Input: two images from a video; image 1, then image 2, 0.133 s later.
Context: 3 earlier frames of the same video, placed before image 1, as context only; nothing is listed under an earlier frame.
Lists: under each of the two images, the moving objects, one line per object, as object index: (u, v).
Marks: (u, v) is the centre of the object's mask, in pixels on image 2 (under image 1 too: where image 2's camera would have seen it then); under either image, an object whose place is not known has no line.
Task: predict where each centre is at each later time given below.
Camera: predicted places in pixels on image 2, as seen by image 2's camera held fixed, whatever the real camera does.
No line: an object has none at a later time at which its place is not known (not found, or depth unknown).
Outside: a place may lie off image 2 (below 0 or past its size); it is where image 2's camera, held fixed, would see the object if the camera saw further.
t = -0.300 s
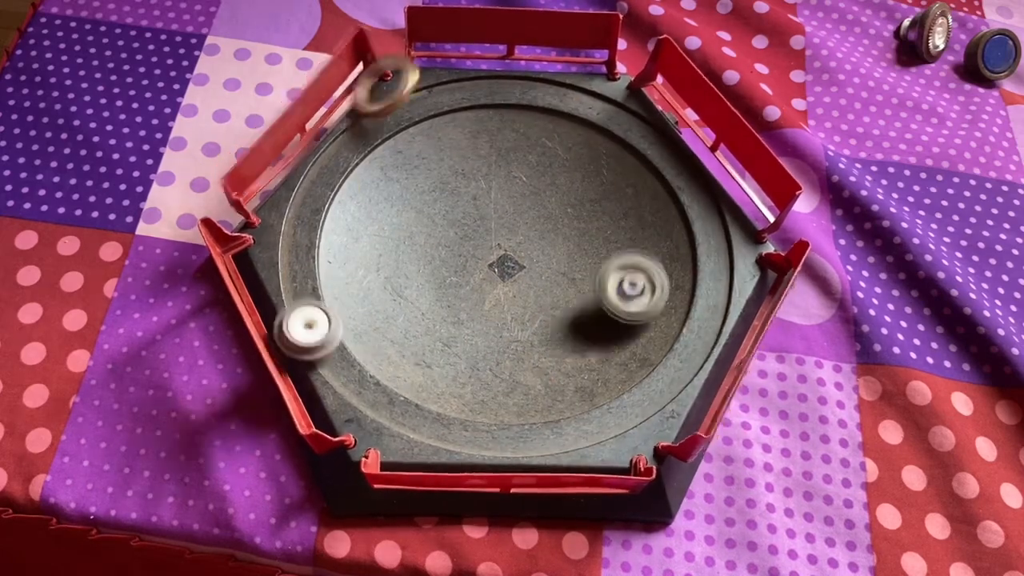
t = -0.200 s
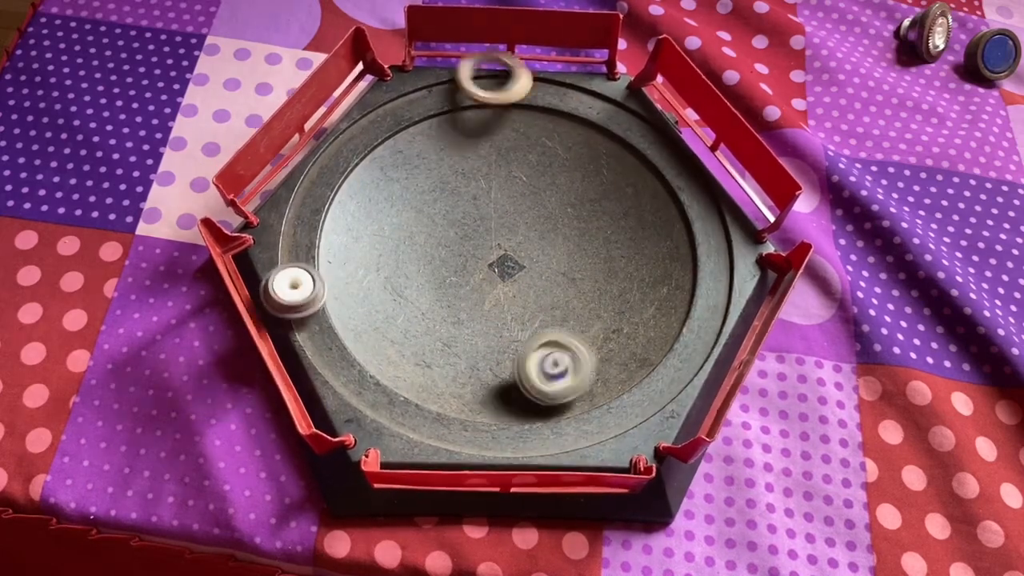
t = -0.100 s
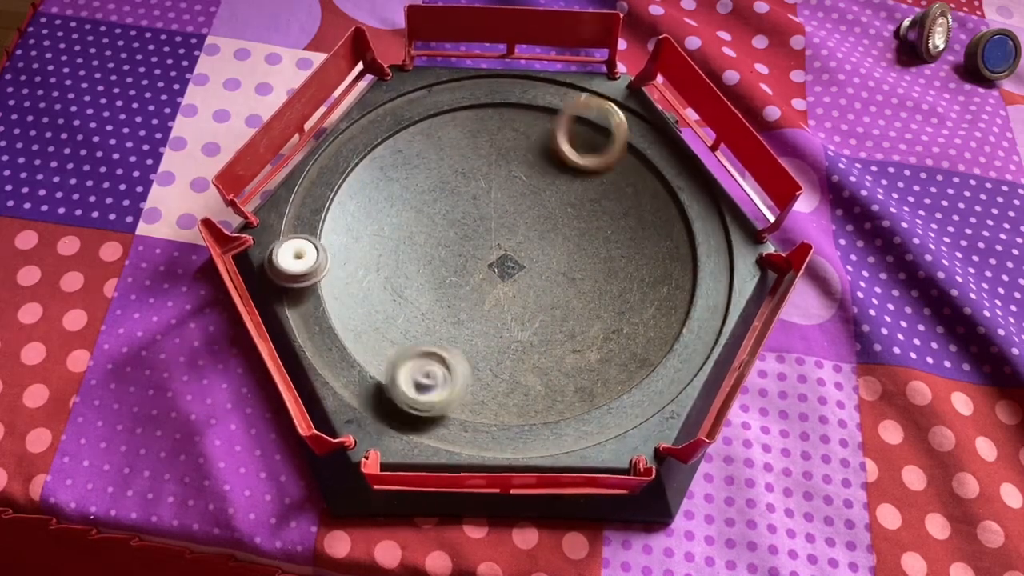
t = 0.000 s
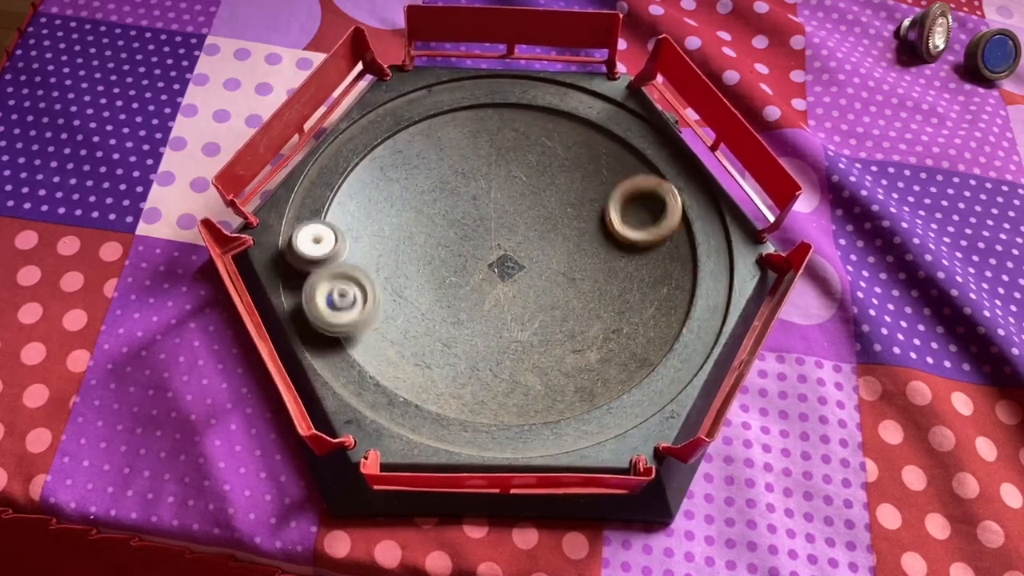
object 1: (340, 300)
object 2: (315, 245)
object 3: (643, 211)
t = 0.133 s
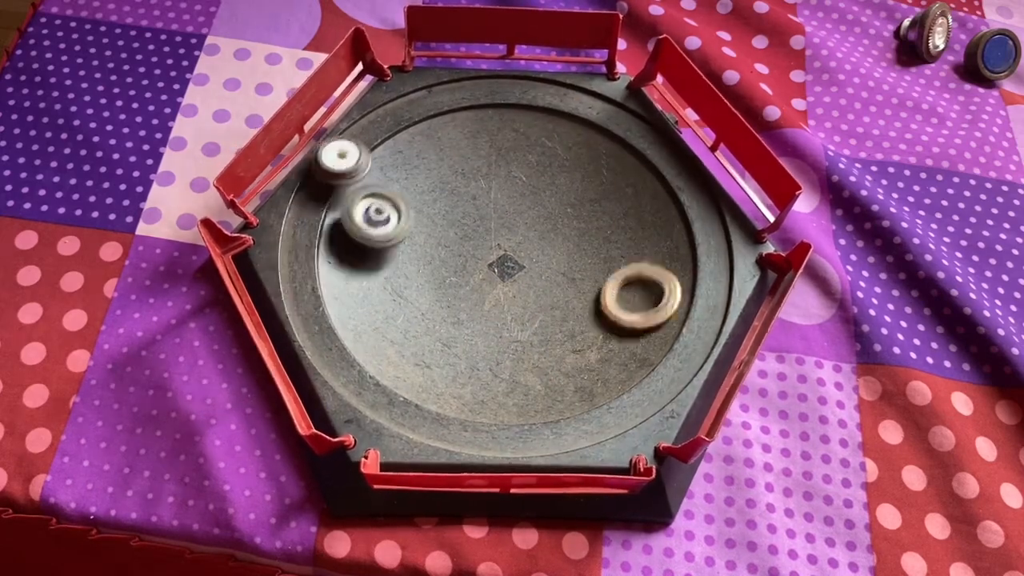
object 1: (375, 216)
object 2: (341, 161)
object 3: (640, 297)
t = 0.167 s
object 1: (388, 198)
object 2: (353, 147)
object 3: (630, 309)
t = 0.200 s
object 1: (411, 186)
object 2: (363, 131)
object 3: (618, 318)
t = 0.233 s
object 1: (436, 179)
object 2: (377, 117)
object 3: (605, 322)
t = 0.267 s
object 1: (463, 179)
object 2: (392, 104)
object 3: (593, 325)
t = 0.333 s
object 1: (516, 192)
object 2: (430, 88)
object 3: (574, 323)
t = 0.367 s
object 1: (539, 205)
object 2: (449, 83)
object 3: (567, 321)
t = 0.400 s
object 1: (558, 221)
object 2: (470, 81)
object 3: (562, 319)
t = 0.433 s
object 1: (573, 241)
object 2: (490, 81)
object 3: (561, 319)
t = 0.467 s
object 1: (585, 263)
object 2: (509, 82)
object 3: (560, 320)
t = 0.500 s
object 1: (595, 281)
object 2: (530, 85)
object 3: (554, 327)
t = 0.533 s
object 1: (602, 299)
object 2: (548, 89)
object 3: (547, 331)
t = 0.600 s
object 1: (602, 332)
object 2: (584, 105)
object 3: (526, 341)
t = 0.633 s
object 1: (593, 349)
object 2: (602, 120)
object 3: (531, 317)
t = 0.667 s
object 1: (577, 365)
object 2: (617, 142)
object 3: (536, 315)
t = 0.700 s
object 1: (555, 378)
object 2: (635, 166)
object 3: (542, 314)
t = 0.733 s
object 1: (530, 389)
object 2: (649, 192)
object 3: (545, 328)
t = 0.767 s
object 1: (501, 395)
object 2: (659, 221)
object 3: (544, 330)
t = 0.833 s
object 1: (434, 387)
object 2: (658, 280)
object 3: (544, 330)
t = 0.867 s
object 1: (405, 368)
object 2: (647, 309)
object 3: (543, 330)
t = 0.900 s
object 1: (377, 341)
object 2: (631, 333)
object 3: (543, 330)
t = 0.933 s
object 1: (357, 312)
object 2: (607, 356)
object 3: (543, 330)
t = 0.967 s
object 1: (346, 283)
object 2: (578, 373)
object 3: (542, 328)
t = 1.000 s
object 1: (346, 253)
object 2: (545, 385)
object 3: (544, 328)
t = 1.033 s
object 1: (355, 227)
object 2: (511, 388)
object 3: (543, 330)
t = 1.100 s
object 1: (401, 187)
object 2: (443, 378)
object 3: (543, 330)
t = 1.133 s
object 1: (433, 174)
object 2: (414, 363)
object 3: (543, 330)
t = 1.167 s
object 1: (465, 168)
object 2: (390, 344)
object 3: (543, 330)
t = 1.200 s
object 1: (498, 167)
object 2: (372, 320)
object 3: (543, 330)
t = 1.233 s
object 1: (531, 171)
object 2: (361, 293)
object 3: (543, 330)
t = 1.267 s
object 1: (565, 182)
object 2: (356, 266)
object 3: (543, 330)
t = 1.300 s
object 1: (597, 197)
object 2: (361, 240)
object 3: (543, 330)
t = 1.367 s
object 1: (647, 238)
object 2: (390, 193)
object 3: (543, 329)
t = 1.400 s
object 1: (664, 263)
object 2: (414, 176)
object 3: (543, 329)
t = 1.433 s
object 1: (672, 291)
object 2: (441, 163)
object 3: (543, 329)
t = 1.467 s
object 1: (673, 321)
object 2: (470, 154)
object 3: (543, 329)
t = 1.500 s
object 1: (647, 343)
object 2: (500, 152)
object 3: (543, 329)
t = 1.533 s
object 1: (612, 368)
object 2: (531, 155)
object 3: (542, 329)
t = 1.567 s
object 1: (575, 386)
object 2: (560, 162)
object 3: (542, 328)
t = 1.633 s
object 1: (498, 403)
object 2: (609, 190)
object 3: (542, 328)
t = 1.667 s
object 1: (460, 395)
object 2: (628, 209)
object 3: (542, 328)
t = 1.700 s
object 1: (426, 377)
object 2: (641, 232)
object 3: (542, 328)
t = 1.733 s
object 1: (400, 354)
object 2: (648, 256)
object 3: (542, 328)
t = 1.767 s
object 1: (384, 325)
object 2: (650, 281)
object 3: (542, 328)
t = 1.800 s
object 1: (380, 295)
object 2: (644, 306)
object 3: (542, 328)
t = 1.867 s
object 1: (398, 238)
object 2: (612, 350)
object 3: (542, 328)
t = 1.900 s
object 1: (418, 215)
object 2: (587, 367)
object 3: (542, 327)
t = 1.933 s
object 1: (444, 193)
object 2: (558, 376)
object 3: (542, 325)
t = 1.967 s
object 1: (476, 175)
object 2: (527, 380)
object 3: (543, 326)
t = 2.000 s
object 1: (511, 162)
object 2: (495, 375)
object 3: (542, 327)
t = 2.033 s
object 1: (547, 154)
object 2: (467, 364)
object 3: (542, 327)
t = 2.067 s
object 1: (584, 152)
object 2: (441, 348)
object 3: (542, 327)
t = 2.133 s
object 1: (650, 166)
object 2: (409, 303)
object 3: (542, 327)
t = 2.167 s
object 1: (678, 182)
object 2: (403, 277)
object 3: (542, 327)
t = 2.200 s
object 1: (681, 212)
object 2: (404, 251)
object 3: (542, 327)
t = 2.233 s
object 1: (677, 251)
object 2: (412, 228)
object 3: (542, 327)
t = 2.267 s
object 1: (672, 285)
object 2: (425, 206)
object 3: (542, 327)
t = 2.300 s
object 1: (663, 317)
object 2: (444, 187)
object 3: (542, 327)
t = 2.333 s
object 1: (650, 345)
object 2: (466, 171)
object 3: (542, 327)
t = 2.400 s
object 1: (590, 384)
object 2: (518, 155)
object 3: (542, 326)
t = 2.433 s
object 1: (552, 390)
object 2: (546, 154)
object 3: (542, 325)
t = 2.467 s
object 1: (513, 386)
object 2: (572, 159)
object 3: (543, 325)
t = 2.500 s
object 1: (478, 374)
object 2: (598, 168)
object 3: (542, 326)
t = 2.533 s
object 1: (449, 354)
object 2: (619, 183)
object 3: (542, 326)
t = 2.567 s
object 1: (429, 326)
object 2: (636, 201)
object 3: (542, 326)
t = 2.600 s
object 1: (418, 299)
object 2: (647, 223)
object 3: (542, 326)
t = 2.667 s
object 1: (421, 242)
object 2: (651, 271)
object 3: (542, 326)
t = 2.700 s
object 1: (433, 216)
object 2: (642, 295)
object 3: (542, 326)
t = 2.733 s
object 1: (452, 190)
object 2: (626, 316)
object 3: (542, 326)
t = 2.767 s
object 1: (477, 166)
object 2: (605, 333)
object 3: (541, 325)
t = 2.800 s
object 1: (505, 144)
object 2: (578, 346)
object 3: (530, 310)
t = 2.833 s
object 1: (536, 130)
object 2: (557, 357)
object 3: (529, 302)
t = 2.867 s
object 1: (569, 122)
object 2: (535, 361)
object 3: (529, 298)
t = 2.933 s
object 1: (630, 137)
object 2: (480, 353)
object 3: (528, 311)
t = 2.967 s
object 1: (651, 162)
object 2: (453, 341)
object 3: (527, 312)
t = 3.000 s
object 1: (671, 187)
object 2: (433, 321)
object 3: (527, 312)
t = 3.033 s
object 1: (686, 213)
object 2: (416, 299)
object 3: (527, 311)
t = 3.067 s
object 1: (685, 246)
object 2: (407, 277)
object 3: (527, 311)
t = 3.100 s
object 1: (678, 278)
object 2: (402, 251)
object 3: (527, 311)
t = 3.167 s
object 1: (639, 333)
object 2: (414, 206)
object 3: (527, 311)
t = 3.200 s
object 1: (608, 350)
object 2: (428, 187)
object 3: (527, 311)
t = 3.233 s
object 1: (574, 360)
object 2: (448, 170)
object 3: (526, 311)
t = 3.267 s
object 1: (536, 363)
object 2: (469, 159)
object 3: (529, 294)
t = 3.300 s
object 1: (499, 354)
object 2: (494, 152)
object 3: (534, 295)
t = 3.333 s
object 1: (468, 339)
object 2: (520, 149)
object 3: (530, 310)
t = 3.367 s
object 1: (444, 316)
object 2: (545, 152)
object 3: (527, 311)
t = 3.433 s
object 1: (411, 260)
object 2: (591, 172)
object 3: (527, 311)
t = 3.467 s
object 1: (405, 227)
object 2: (609, 189)
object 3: (527, 311)
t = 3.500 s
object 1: (405, 196)
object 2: (623, 209)
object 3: (527, 311)
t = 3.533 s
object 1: (416, 168)
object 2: (630, 231)
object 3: (527, 311)
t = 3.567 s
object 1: (431, 141)
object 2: (632, 255)
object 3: (527, 311)
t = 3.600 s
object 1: (454, 119)
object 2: (627, 278)
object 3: (527, 311)
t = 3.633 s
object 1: (481, 103)
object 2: (616, 299)
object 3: (527, 311)
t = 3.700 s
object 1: (545, 101)
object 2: (574, 333)
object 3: (518, 295)
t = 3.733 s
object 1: (576, 115)
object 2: (548, 343)
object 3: (520, 294)
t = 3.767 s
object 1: (608, 129)
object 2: (520, 346)
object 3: (530, 293)
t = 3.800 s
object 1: (634, 145)
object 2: (492, 345)
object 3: (534, 294)
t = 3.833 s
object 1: (654, 167)
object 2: (466, 338)
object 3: (528, 310)
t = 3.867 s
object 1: (666, 193)
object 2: (442, 324)
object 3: (527, 311)
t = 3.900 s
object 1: (670, 223)
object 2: (423, 307)
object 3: (527, 311)
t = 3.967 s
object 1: (650, 279)
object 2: (400, 265)
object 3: (527, 310)
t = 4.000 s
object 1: (627, 304)
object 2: (398, 243)
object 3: (527, 310)
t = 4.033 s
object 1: (599, 322)
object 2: (403, 220)
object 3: (526, 310)
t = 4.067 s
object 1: (565, 334)
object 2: (415, 201)
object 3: (512, 297)
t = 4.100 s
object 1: (531, 338)
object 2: (432, 184)
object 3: (527, 292)
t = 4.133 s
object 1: (496, 336)
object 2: (453, 170)
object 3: (540, 296)
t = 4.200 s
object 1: (433, 310)
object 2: (500, 160)
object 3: (527, 310)
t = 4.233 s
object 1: (406, 288)
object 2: (525, 162)
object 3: (527, 310)
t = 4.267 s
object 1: (382, 262)
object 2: (549, 169)
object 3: (527, 310)
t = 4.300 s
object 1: (368, 231)
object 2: (570, 180)
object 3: (527, 310)
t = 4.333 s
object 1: (361, 200)
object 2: (589, 196)
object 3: (527, 310)
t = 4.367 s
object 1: (364, 169)
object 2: (603, 214)
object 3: (527, 310)
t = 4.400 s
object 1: (377, 141)
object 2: (612, 235)
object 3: (527, 310)
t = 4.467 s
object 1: (435, 112)
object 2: (613, 280)
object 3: (527, 310)
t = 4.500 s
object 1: (468, 105)
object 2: (604, 301)
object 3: (527, 310)
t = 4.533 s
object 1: (502, 102)
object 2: (589, 320)
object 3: (526, 309)
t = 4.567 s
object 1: (533, 105)
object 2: (567, 336)
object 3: (519, 293)
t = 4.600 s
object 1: (563, 114)
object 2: (544, 346)
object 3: (521, 292)
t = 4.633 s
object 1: (590, 130)
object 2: (517, 349)
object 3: (529, 292)
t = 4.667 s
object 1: (610, 150)
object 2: (490, 347)
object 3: (529, 308)
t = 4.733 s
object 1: (633, 203)
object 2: (442, 326)
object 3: (527, 310)
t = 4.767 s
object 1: (635, 232)
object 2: (425, 309)
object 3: (527, 310)
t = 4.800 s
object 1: (629, 259)
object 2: (414, 289)
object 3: (527, 310)
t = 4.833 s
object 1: (615, 286)
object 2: (410, 266)
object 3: (527, 310)
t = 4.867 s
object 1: (596, 308)
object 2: (411, 243)
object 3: (525, 309)
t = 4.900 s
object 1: (571, 327)
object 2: (420, 223)
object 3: (512, 295)
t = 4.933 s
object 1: (541, 340)
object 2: (435, 207)
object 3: (520, 292)
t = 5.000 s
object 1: (477, 349)
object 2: (474, 184)
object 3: (529, 308)
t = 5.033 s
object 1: (445, 344)
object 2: (497, 178)
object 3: (527, 309)
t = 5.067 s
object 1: (415, 333)
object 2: (521, 177)
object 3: (527, 309)
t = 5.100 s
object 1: (387, 317)
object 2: (546, 181)
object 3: (527, 309)
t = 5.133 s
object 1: (365, 297)
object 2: (568, 189)
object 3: (527, 309)
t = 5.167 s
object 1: (350, 273)
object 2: (588, 201)
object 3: (527, 309)
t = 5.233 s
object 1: (338, 222)
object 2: (614, 236)
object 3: (527, 309)
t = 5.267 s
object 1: (343, 198)
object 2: (619, 257)
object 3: (527, 309)
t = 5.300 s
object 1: (355, 176)
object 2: (619, 278)
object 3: (527, 309)
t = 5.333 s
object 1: (374, 156)
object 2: (612, 299)
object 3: (527, 309)
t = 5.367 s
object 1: (397, 141)
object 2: (598, 318)
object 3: (527, 309)
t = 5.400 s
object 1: (424, 131)
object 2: (580, 333)
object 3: (525, 308)
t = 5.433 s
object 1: (453, 127)
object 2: (556, 344)
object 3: (519, 292)
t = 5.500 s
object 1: (513, 136)
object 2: (503, 346)
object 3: (534, 292)
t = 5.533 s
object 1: (541, 148)
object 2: (478, 338)
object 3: (529, 308)
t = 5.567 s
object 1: (566, 164)
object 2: (458, 325)
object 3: (527, 309)
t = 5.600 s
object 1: (587, 185)
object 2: (441, 307)
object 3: (527, 309)
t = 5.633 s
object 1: (602, 209)
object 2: (430, 288)
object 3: (527, 309)
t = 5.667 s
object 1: (612, 233)
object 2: (425, 267)
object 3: (527, 309)
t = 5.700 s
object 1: (616, 259)
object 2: (427, 247)
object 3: (527, 309)
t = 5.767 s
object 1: (606, 309)
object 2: (445, 210)
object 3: (527, 309)
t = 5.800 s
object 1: (593, 331)
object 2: (461, 195)
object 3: (526, 309)
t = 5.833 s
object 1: (575, 352)
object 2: (480, 183)
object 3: (526, 307)
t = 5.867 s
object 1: (550, 368)
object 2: (503, 176)
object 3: (527, 307)
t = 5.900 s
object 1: (523, 378)
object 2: (525, 174)
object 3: (527, 308)
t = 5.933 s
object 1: (494, 383)
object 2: (548, 175)
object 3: (527, 309)
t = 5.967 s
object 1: (461, 382)
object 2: (570, 182)
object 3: (527, 309)
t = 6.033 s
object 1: (403, 360)
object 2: (606, 208)
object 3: (527, 309)
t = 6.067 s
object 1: (380, 341)
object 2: (617, 227)
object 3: (527, 309)
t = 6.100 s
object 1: (363, 318)
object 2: (621, 247)
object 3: (527, 309)
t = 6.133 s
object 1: (355, 293)
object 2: (620, 268)
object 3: (527, 309)
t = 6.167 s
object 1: (354, 266)
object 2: (613, 288)
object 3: (527, 309)
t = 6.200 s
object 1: (360, 241)
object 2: (599, 306)
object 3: (527, 309)
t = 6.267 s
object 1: (396, 199)
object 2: (559, 332)
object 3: (515, 291)
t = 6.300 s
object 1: (421, 186)
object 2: (543, 343)
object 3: (516, 284)
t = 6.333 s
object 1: (448, 176)
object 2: (525, 348)
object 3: (515, 295)
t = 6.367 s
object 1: (476, 168)
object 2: (504, 346)
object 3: (515, 295)
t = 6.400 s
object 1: (505, 167)
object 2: (480, 340)
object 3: (515, 295)
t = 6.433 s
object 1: (532, 171)
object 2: (459, 328)
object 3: (515, 296)
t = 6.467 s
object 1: (559, 179)
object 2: (442, 312)
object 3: (515, 296)
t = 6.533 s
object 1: (605, 204)
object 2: (421, 275)
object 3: (514, 296)
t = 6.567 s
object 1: (624, 222)
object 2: (420, 254)
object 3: (514, 296)
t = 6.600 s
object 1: (639, 242)
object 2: (423, 235)
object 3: (514, 297)
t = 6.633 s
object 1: (648, 264)
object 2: (433, 216)
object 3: (514, 297)
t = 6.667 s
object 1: (653, 287)
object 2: (446, 200)
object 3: (514, 297)
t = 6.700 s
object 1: (651, 311)
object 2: (464, 188)
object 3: (514, 297)
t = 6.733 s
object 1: (643, 334)
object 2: (484, 178)
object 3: (514, 297)
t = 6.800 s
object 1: (606, 374)
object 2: (527, 174)
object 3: (514, 297)
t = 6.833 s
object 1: (580, 388)
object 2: (549, 179)
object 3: (514, 297)
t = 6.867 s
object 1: (550, 394)
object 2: (569, 187)
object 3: (514, 297)
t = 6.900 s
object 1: (517, 395)
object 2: (586, 199)
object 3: (514, 297)
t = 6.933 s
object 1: (484, 390)
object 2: (600, 215)
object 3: (514, 297)
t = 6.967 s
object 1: (455, 375)
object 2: (609, 233)
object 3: (514, 296)
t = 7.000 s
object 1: (431, 355)
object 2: (612, 252)
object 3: (514, 297)
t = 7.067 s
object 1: (404, 305)
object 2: (603, 290)
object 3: (514, 296)
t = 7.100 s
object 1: (402, 278)
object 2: (590, 307)
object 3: (514, 297)
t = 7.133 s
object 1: (407, 253)
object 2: (573, 321)
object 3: (514, 296)
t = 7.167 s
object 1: (418, 231)
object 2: (551, 330)
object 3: (508, 279)
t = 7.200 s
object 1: (434, 208)
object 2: (527, 334)
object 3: (511, 278)
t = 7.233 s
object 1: (454, 192)
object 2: (503, 332)
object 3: (520, 279)
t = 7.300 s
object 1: (499, 166)
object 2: (462, 317)
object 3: (516, 295)
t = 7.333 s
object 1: (524, 159)
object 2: (447, 303)
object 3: (515, 296)
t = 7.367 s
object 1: (550, 156)
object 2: (435, 288)
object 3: (515, 295)
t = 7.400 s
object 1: (576, 157)
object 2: (428, 271)
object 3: (515, 296)
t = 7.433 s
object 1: (601, 162)
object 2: (425, 254)
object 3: (514, 296)
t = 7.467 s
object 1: (624, 171)
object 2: (428, 236)
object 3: (514, 296)
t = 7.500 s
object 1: (645, 183)
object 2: (436, 218)
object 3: (514, 296)
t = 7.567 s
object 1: (676, 219)
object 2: (464, 193)
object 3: (514, 296)
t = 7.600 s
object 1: (683, 242)
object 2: (483, 184)
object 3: (514, 296)
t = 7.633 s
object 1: (684, 265)
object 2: (503, 181)
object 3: (514, 296)
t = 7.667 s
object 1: (677, 291)
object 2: (524, 182)
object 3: (514, 296)
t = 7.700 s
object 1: (663, 315)
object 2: (544, 186)
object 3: (514, 296)
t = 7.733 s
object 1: (643, 336)
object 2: (562, 195)
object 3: (514, 296)
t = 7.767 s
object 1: (617, 351)
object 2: (577, 207)
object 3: (514, 296)
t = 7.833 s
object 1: (552, 364)
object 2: (595, 239)
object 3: (514, 296)
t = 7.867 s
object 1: (519, 359)
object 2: (598, 257)
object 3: (514, 295)
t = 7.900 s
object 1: (490, 348)
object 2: (595, 275)
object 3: (515, 294)
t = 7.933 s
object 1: (465, 332)
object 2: (589, 291)
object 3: (516, 294)
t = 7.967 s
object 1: (445, 311)
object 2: (577, 306)
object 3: (514, 295)
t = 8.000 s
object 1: (431, 288)
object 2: (560, 318)
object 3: (506, 279)
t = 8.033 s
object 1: (423, 264)
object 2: (540, 325)
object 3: (506, 279)
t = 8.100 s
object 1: (423, 218)
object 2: (499, 327)
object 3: (522, 279)
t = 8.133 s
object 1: (430, 195)
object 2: (481, 321)
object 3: (528, 282)
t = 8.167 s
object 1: (441, 174)
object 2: (463, 310)
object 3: (517, 295)
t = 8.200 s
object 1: (456, 156)
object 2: (450, 297)
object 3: (515, 295)
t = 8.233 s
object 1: (474, 141)
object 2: (441, 283)
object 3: (515, 295)
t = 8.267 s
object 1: (495, 129)
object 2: (436, 267)
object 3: (515, 295)
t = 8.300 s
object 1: (518, 121)
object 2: (436, 250)
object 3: (515, 295)
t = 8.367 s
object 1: (568, 119)
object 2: (451, 219)
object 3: (515, 295)
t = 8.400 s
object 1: (592, 125)
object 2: (464, 207)
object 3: (515, 295)
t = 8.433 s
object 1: (615, 136)
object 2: (480, 199)
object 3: (515, 295)
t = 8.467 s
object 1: (634, 153)
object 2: (497, 194)
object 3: (515, 295)
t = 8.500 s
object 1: (649, 173)
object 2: (516, 193)
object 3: (515, 295)
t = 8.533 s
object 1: (658, 196)
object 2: (535, 195)
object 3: (515, 295)
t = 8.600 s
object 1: (655, 247)
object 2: (568, 208)
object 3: (515, 295)
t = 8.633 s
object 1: (643, 272)
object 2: (580, 218)
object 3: (514, 295)
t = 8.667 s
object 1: (624, 294)
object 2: (589, 232)
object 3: (514, 295)
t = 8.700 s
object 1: (601, 311)
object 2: (595, 248)
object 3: (514, 295)
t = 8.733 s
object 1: (574, 323)
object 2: (596, 265)
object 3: (513, 295)
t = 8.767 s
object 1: (543, 330)
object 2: (592, 282)
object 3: (507, 278)
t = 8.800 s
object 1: (513, 330)
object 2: (583, 296)
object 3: (512, 277)
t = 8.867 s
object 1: (455, 315)
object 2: (553, 319)
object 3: (512, 278)
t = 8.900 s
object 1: (434, 300)
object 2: (534, 325)
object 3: (508, 277)
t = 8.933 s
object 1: (414, 283)
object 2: (517, 330)
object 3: (514, 274)
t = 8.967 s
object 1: (400, 263)
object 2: (499, 329)
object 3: (518, 274)
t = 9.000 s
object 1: (390, 242)
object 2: (482, 323)
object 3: (520, 274)
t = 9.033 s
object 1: (385, 219)
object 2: (466, 313)
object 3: (524, 277)
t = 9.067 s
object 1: (385, 197)
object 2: (454, 300)
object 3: (514, 291)
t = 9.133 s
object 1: (401, 155)
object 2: (445, 268)
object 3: (512, 291)
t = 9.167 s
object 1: (417, 137)
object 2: (446, 253)
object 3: (512, 291)
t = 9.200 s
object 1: (437, 125)
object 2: (453, 238)
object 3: (512, 291)
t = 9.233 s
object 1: (458, 116)
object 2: (461, 225)
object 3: (512, 291)
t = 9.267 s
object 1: (484, 112)
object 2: (474, 214)
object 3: (512, 291)
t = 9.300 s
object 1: (510, 113)
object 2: (489, 205)
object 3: (512, 291)
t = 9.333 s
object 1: (535, 120)
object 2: (505, 201)
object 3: (512, 291)
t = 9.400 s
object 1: (580, 149)
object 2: (539, 202)
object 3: (512, 291)
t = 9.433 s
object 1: (597, 169)
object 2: (554, 208)
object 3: (512, 291)
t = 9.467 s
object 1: (613, 187)
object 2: (565, 219)
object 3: (512, 291)
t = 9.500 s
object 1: (626, 205)
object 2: (575, 231)
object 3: (512, 291)
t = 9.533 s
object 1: (636, 222)
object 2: (585, 245)
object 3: (512, 291)
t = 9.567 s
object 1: (645, 239)
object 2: (594, 261)
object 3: (512, 291)
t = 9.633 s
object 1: (655, 275)
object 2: (601, 296)
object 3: (512, 291)
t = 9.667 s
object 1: (653, 293)
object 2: (598, 313)
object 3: (512, 291)
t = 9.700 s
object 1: (651, 306)
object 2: (601, 331)
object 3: (512, 291)
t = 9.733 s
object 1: (649, 315)
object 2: (602, 349)
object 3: (512, 291)
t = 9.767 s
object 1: (645, 318)
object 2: (607, 365)
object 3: (512, 291)
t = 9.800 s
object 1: (639, 318)
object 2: (613, 379)
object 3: (512, 291)
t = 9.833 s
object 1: (630, 318)
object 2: (608, 382)
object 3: (512, 291)
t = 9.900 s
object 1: (612, 314)
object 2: (589, 382)
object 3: (512, 291)
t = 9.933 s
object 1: (602, 308)
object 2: (581, 378)
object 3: (512, 291)
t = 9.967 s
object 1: (594, 301)
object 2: (574, 373)
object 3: (512, 291)
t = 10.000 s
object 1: (587, 288)
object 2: (570, 366)
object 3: (511, 291)
